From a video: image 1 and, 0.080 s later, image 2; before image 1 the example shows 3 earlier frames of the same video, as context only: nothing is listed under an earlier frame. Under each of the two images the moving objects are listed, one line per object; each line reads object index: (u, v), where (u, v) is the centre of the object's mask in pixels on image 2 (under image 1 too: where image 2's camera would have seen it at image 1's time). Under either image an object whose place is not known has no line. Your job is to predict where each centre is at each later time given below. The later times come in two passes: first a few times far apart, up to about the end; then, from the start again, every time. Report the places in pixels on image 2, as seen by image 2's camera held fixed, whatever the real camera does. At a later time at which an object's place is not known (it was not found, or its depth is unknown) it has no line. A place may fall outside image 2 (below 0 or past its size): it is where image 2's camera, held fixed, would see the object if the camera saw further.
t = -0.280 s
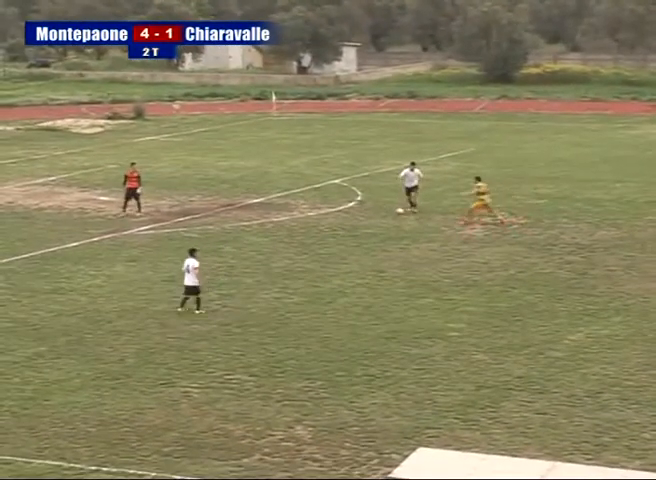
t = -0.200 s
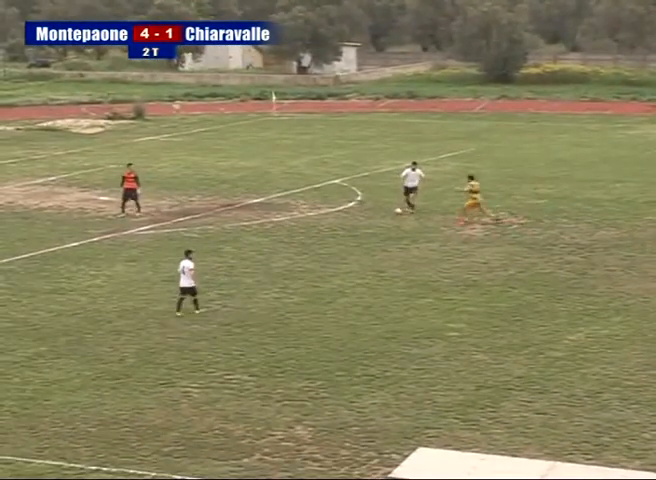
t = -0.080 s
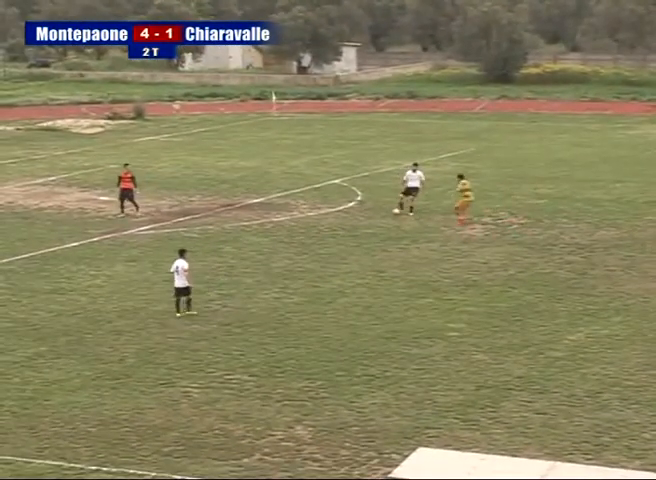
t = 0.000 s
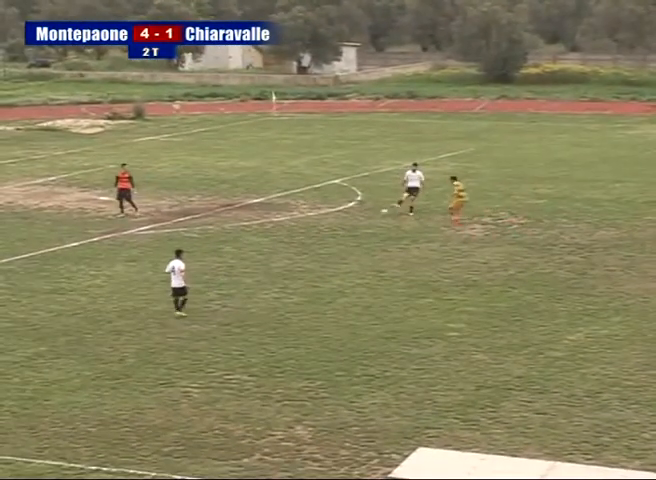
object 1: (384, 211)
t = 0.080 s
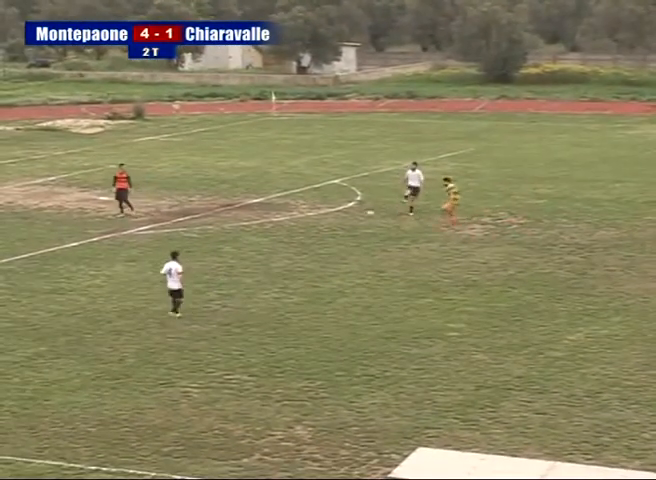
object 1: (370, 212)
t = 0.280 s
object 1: (337, 228)
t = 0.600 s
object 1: (294, 249)
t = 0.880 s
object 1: (264, 265)
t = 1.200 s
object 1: (235, 287)
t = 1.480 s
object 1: (208, 293)
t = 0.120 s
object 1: (363, 215)
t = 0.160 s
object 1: (356, 217)
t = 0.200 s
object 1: (350, 220)
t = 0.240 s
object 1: (343, 224)
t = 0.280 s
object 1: (337, 228)
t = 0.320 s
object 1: (331, 233)
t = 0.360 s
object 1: (324, 238)
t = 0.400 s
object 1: (318, 243)
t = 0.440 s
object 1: (313, 243)
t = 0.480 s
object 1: (308, 243)
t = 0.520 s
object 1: (303, 245)
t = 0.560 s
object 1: (299, 247)
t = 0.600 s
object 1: (294, 249)
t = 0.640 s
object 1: (289, 252)
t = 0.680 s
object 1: (284, 256)
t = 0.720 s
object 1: (280, 261)
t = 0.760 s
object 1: (274, 266)
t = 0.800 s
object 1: (271, 265)
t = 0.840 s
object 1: (267, 265)
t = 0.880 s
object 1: (264, 265)
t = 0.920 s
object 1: (260, 266)
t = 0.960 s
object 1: (256, 268)
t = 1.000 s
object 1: (252, 270)
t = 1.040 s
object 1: (249, 273)
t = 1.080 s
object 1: (245, 276)
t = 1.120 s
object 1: (242, 280)
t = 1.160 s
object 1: (238, 285)
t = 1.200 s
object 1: (235, 287)
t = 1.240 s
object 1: (231, 286)
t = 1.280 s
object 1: (227, 286)
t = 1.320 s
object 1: (223, 286)
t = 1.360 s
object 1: (219, 287)
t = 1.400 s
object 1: (215, 288)
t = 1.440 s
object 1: (212, 290)
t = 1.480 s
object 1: (208, 293)
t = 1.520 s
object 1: (204, 296)
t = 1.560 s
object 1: (201, 300)
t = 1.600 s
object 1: (197, 305)
